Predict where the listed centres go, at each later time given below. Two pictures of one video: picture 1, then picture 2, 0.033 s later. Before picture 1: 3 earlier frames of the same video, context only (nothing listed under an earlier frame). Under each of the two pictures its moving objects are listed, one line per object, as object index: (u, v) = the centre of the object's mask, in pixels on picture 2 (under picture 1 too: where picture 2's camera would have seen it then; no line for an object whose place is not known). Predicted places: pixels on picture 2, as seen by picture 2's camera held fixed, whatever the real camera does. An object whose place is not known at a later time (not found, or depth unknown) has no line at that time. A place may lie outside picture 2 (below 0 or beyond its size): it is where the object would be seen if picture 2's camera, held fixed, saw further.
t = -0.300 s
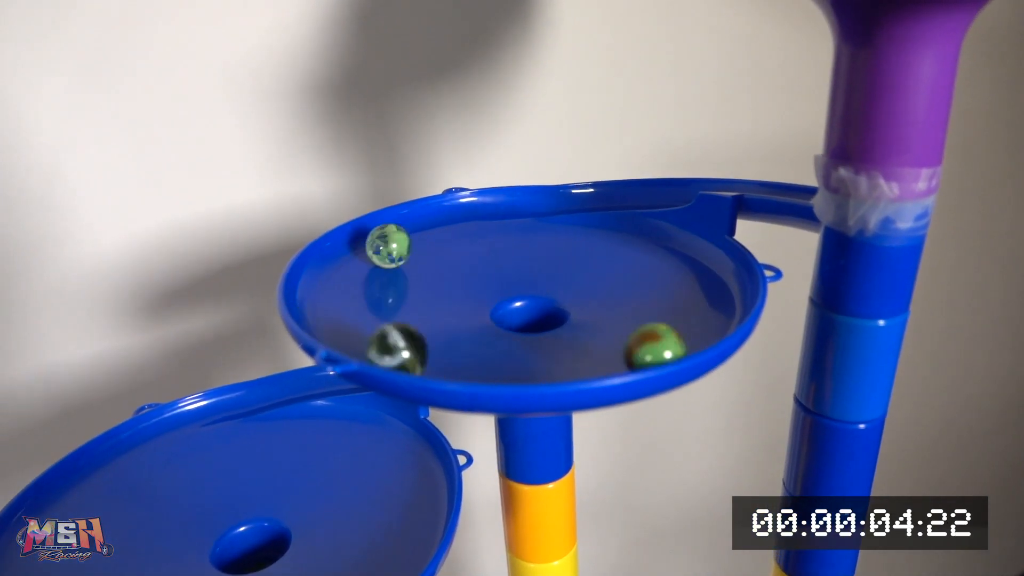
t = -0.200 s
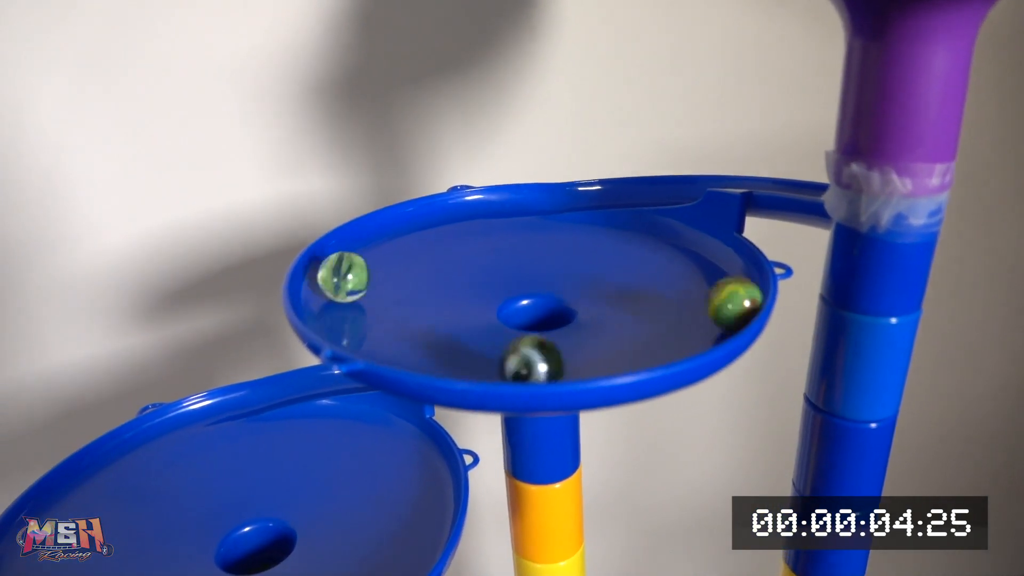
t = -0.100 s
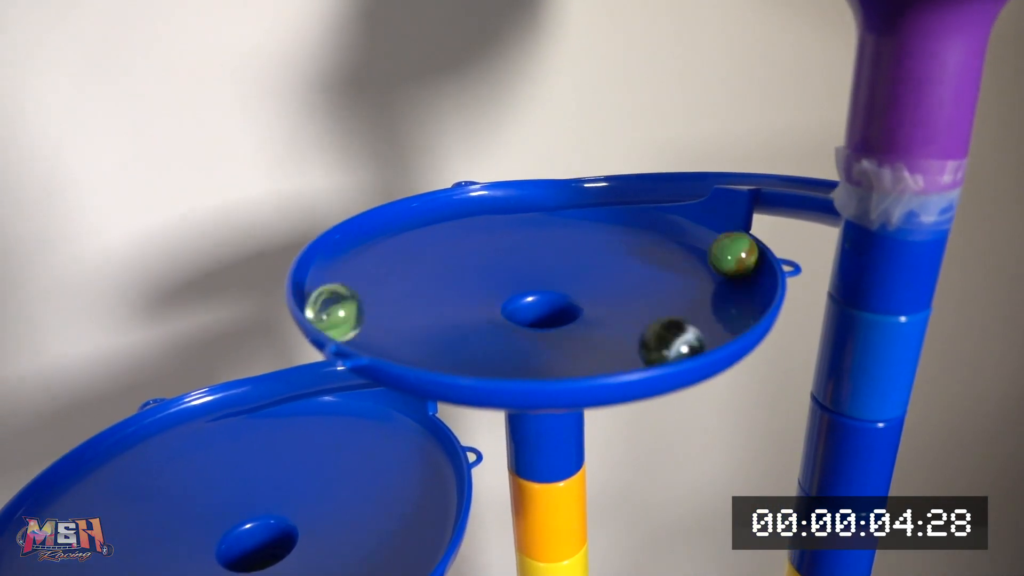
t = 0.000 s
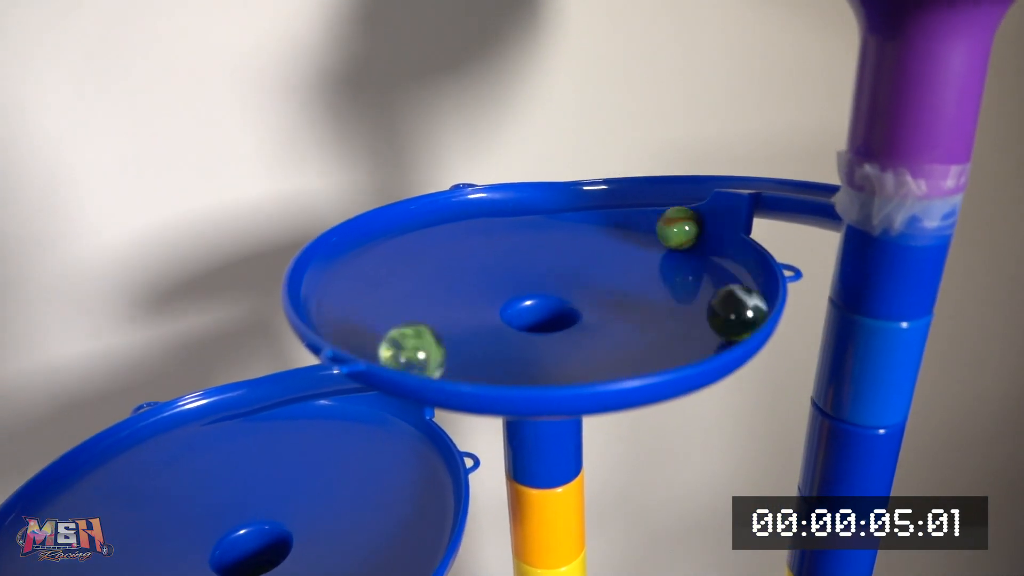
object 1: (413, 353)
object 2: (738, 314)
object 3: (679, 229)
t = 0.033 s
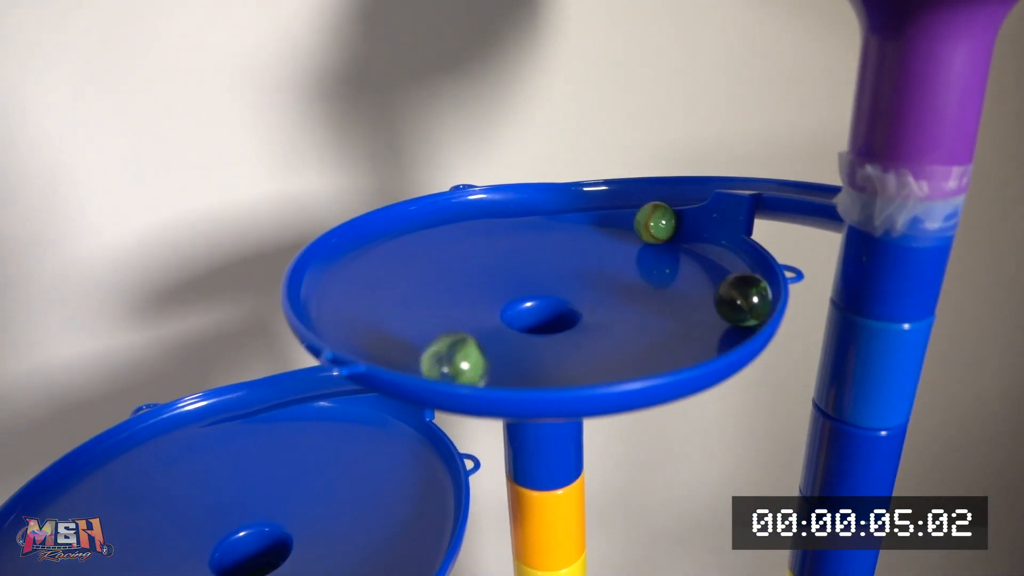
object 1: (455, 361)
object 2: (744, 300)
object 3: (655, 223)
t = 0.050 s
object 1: (477, 363)
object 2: (743, 293)
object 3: (643, 220)
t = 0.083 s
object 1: (525, 365)
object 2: (740, 279)
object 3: (618, 217)
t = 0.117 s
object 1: (576, 365)
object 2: (731, 266)
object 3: (592, 214)
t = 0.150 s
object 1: (623, 360)
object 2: (719, 255)
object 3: (565, 214)
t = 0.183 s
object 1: (666, 353)
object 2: (702, 246)
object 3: (539, 215)
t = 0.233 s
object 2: (673, 235)
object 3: (499, 220)
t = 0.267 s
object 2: (651, 229)
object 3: (473, 225)
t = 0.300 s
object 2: (627, 225)
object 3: (448, 231)
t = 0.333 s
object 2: (603, 222)
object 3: (425, 238)
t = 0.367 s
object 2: (579, 220)
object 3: (403, 246)
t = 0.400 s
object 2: (555, 221)
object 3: (383, 255)
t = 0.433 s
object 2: (530, 222)
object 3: (366, 265)
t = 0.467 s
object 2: (507, 225)
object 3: (351, 277)
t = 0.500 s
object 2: (483, 229)
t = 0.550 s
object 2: (451, 238)
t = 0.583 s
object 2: (432, 245)
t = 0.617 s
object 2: (414, 254)
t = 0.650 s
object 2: (399, 264)
